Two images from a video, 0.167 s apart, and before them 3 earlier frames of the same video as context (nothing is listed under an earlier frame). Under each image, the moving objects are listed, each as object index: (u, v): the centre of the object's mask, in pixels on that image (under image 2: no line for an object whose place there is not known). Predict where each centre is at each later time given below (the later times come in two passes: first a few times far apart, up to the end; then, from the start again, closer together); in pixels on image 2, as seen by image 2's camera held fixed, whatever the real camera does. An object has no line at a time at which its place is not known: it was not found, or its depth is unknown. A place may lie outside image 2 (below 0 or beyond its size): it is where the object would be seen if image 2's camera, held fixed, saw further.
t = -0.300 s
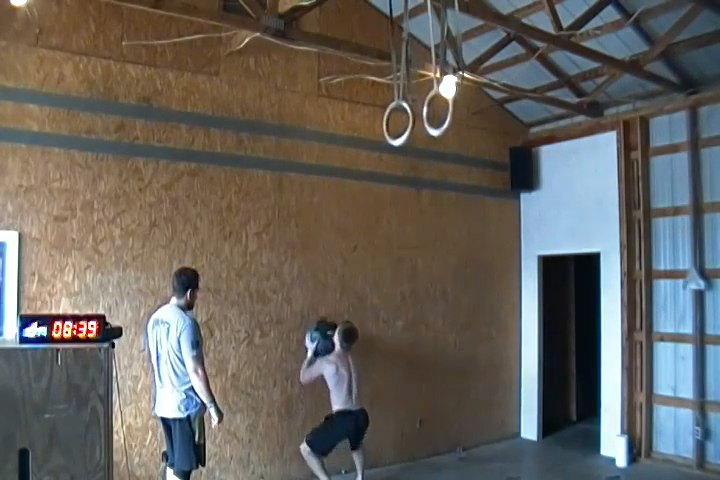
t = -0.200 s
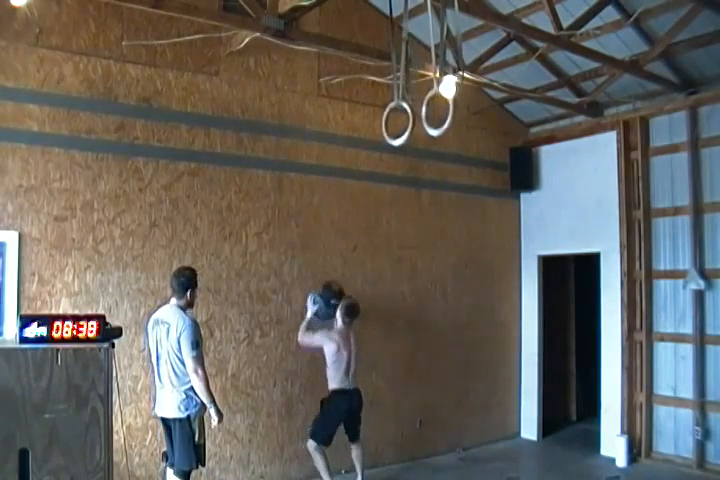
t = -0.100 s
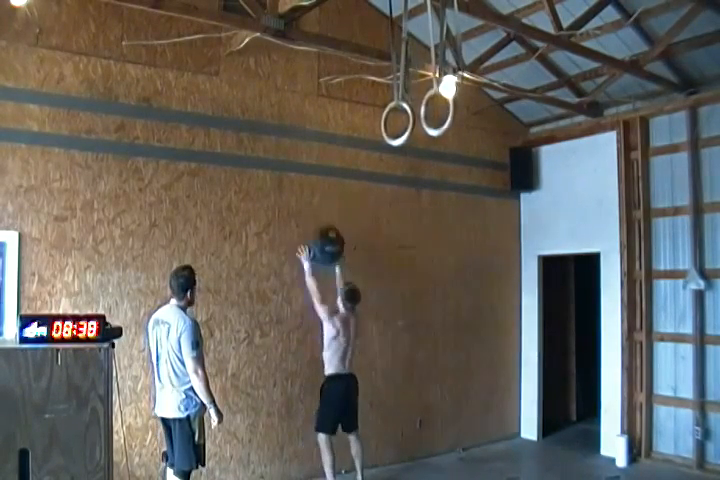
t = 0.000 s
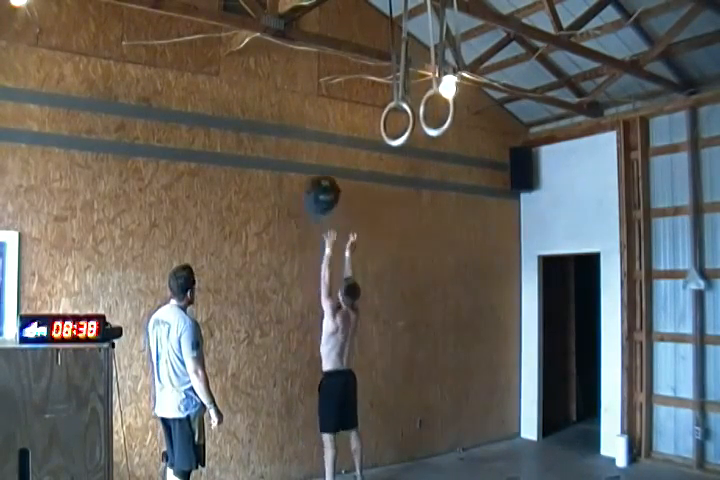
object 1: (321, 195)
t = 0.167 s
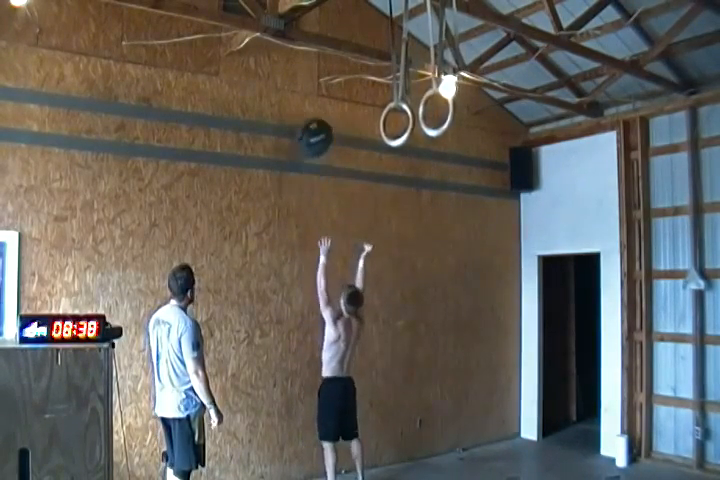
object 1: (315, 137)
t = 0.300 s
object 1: (312, 117)
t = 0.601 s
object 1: (315, 141)
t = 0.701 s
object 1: (316, 173)
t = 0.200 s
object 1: (313, 130)
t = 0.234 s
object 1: (312, 124)
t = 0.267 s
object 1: (312, 120)
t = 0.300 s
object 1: (312, 117)
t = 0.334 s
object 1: (312, 115)
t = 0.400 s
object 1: (313, 114)
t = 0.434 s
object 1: (313, 115)
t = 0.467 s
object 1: (313, 117)
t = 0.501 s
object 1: (313, 121)
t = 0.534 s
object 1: (314, 127)
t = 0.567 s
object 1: (314, 133)
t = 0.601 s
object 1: (315, 141)
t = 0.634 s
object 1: (315, 150)
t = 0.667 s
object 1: (315, 161)
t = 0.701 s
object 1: (316, 173)
